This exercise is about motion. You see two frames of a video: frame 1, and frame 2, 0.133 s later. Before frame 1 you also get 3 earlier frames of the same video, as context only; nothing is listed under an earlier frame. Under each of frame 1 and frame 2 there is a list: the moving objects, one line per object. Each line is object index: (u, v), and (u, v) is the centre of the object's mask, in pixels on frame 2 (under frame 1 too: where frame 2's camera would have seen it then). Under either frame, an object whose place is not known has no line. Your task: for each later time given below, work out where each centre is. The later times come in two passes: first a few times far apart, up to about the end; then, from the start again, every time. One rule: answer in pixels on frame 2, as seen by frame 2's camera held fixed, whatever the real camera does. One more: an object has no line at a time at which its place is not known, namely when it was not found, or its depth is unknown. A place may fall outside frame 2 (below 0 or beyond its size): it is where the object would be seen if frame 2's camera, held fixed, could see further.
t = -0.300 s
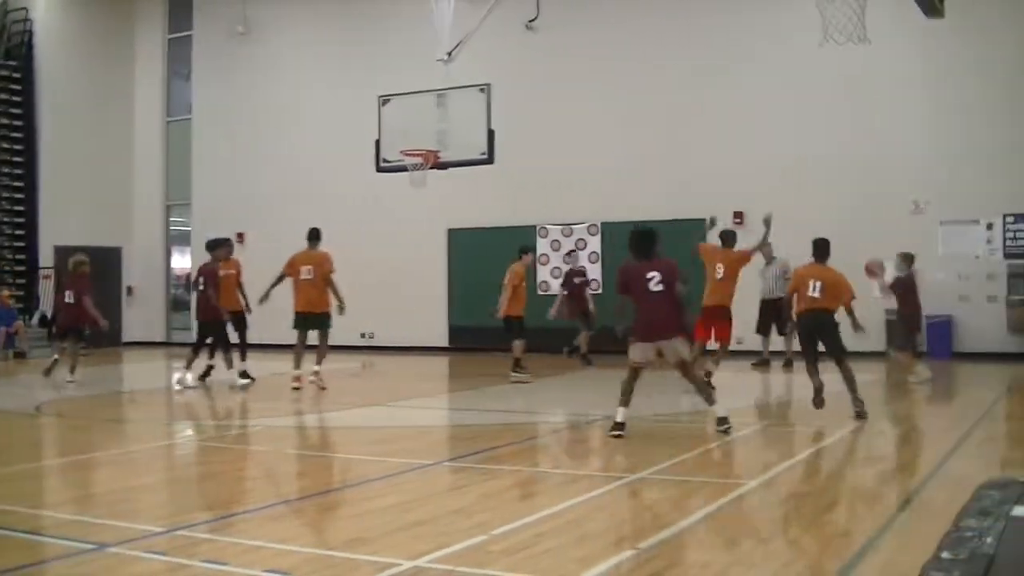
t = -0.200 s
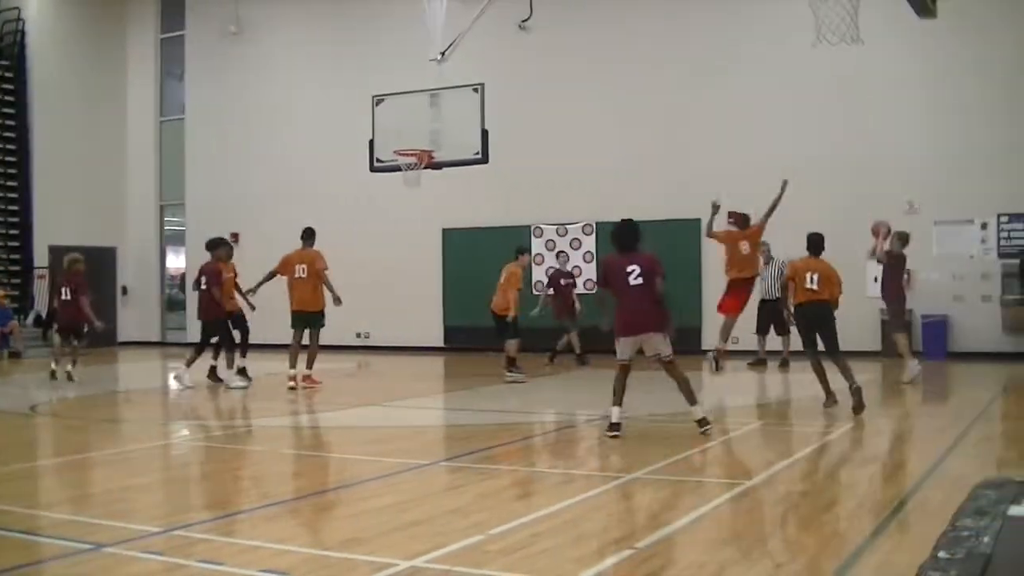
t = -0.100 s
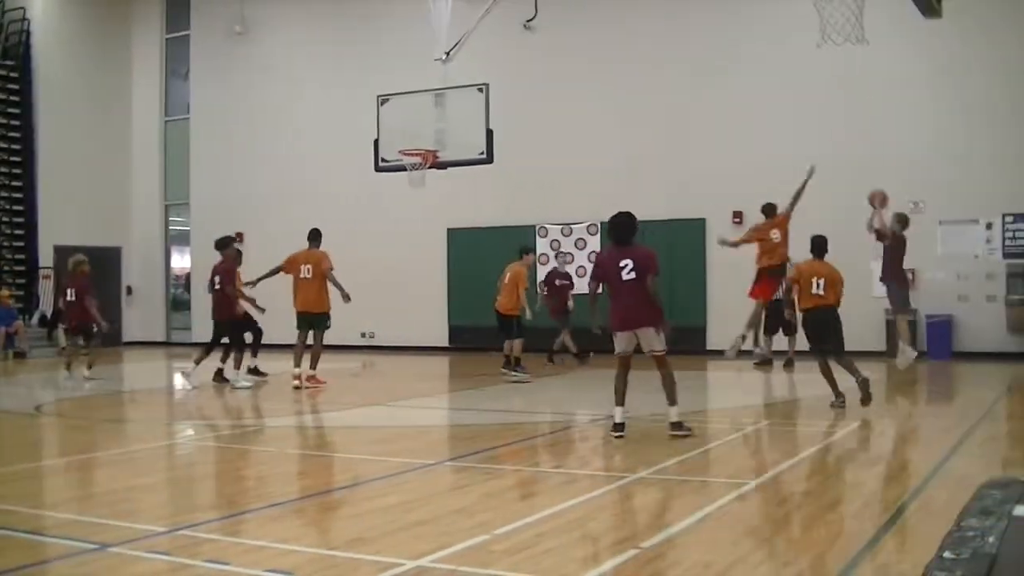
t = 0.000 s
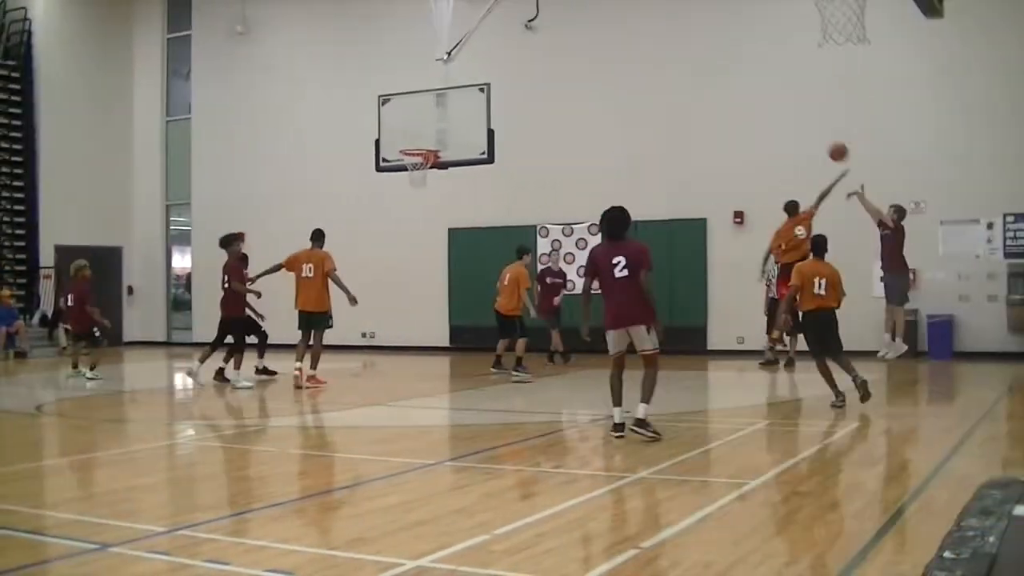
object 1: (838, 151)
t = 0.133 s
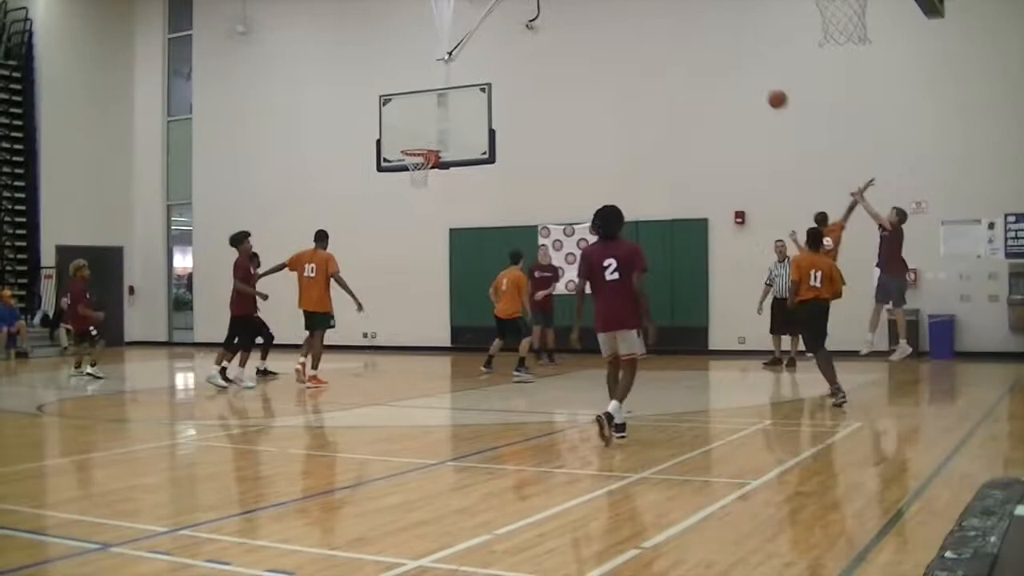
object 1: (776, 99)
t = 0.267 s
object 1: (718, 62)
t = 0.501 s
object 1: (622, 34)
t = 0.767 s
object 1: (522, 51)
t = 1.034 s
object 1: (430, 118)
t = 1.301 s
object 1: (382, 110)
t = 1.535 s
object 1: (355, 98)
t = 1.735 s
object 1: (333, 117)
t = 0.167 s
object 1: (762, 88)
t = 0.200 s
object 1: (747, 78)
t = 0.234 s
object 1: (732, 69)
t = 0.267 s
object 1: (718, 62)
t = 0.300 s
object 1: (704, 56)
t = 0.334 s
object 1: (689, 49)
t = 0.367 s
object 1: (676, 45)
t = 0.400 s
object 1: (662, 40)
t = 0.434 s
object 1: (649, 37)
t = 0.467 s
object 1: (635, 35)
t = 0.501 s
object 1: (622, 34)
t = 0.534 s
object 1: (609, 33)
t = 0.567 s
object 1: (596, 33)
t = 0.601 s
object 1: (584, 34)
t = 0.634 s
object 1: (571, 36)
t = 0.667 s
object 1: (559, 38)
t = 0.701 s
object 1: (546, 42)
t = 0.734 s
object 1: (534, 46)
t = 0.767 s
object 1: (522, 51)
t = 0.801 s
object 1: (510, 57)
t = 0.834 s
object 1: (498, 63)
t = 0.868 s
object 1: (486, 71)
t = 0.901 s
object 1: (475, 78)
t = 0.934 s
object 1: (465, 87)
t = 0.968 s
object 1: (453, 97)
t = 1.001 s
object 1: (441, 107)
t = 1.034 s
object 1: (430, 118)
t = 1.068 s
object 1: (418, 129)
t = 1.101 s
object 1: (408, 141)
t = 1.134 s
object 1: (402, 142)
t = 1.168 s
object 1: (398, 134)
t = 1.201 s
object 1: (394, 127)
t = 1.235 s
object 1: (391, 120)
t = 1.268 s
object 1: (386, 115)
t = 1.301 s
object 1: (382, 110)
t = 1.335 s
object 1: (378, 107)
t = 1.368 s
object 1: (375, 103)
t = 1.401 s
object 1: (371, 100)
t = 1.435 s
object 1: (367, 98)
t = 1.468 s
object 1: (363, 97)
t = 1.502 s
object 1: (359, 97)
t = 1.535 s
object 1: (355, 98)
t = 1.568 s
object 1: (351, 99)
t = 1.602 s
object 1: (347, 101)
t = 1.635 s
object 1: (344, 104)
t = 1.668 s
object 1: (340, 108)
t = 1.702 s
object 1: (336, 112)
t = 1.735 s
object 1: (333, 117)
